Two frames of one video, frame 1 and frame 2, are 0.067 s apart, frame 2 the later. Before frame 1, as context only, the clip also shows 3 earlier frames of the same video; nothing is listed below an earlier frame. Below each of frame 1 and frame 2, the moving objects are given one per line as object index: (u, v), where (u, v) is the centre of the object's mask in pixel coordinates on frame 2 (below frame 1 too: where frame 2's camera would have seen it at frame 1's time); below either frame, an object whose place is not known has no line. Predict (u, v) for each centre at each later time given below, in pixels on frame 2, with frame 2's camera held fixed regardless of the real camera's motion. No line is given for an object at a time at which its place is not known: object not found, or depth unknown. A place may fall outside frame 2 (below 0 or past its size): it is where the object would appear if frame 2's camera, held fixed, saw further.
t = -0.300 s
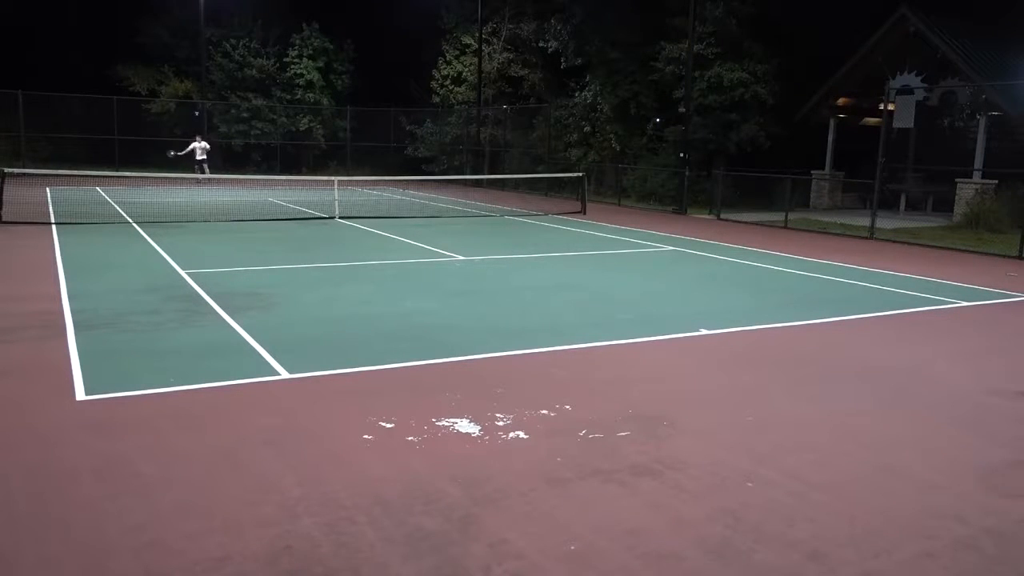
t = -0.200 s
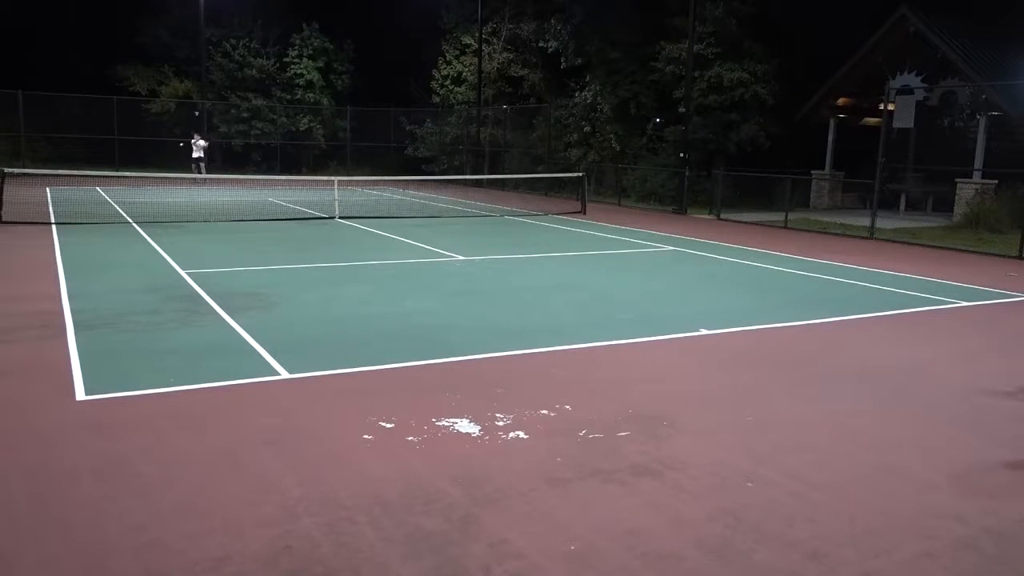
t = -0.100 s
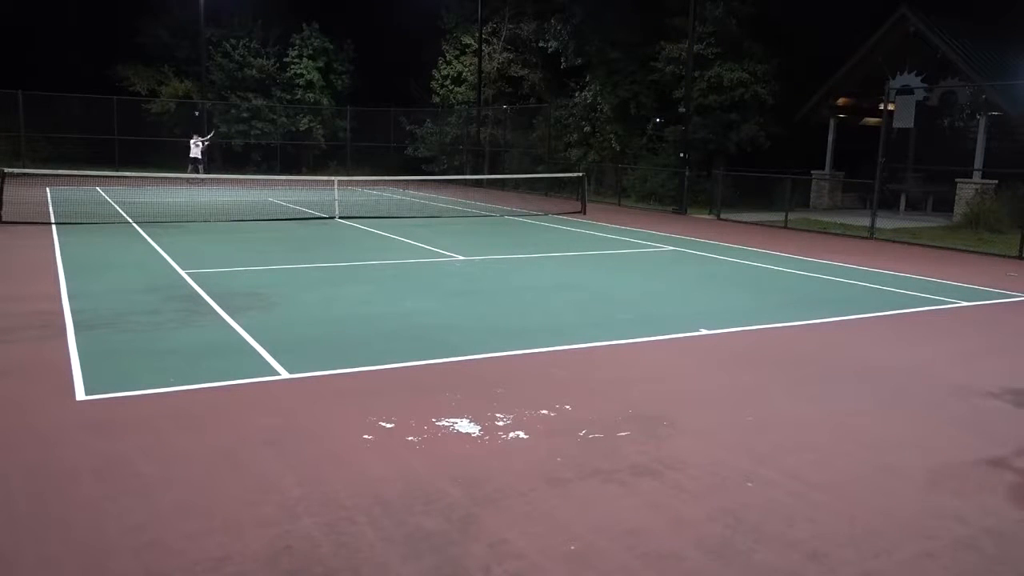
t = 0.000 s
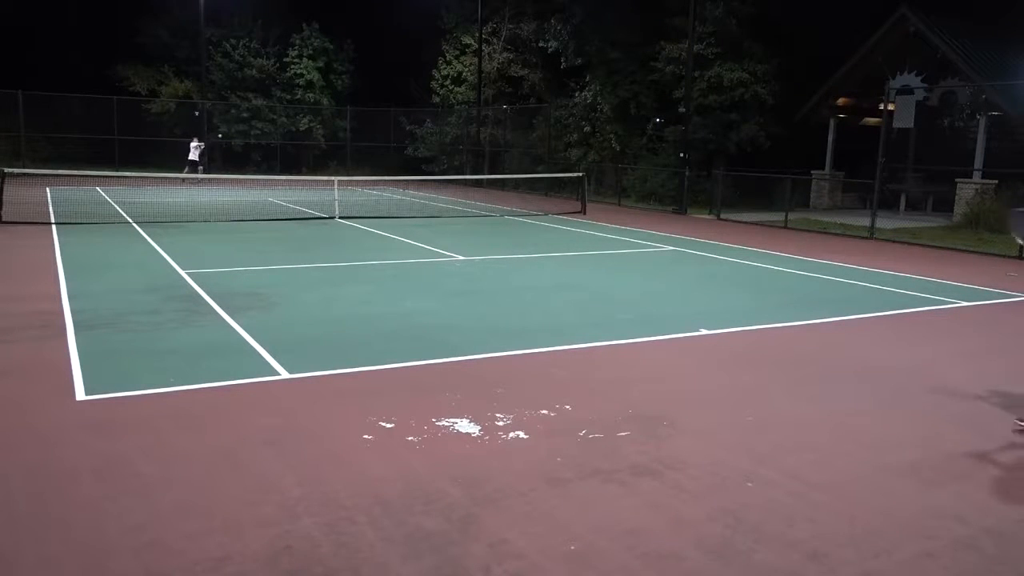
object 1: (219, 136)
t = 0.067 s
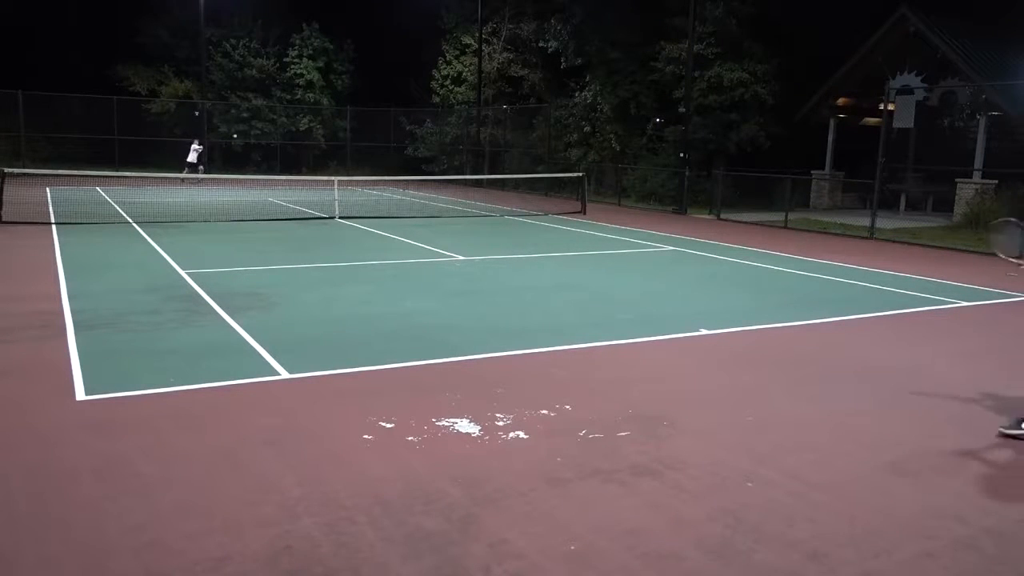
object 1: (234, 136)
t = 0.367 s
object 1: (321, 167)
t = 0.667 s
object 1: (461, 271)
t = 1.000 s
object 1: (658, 247)
